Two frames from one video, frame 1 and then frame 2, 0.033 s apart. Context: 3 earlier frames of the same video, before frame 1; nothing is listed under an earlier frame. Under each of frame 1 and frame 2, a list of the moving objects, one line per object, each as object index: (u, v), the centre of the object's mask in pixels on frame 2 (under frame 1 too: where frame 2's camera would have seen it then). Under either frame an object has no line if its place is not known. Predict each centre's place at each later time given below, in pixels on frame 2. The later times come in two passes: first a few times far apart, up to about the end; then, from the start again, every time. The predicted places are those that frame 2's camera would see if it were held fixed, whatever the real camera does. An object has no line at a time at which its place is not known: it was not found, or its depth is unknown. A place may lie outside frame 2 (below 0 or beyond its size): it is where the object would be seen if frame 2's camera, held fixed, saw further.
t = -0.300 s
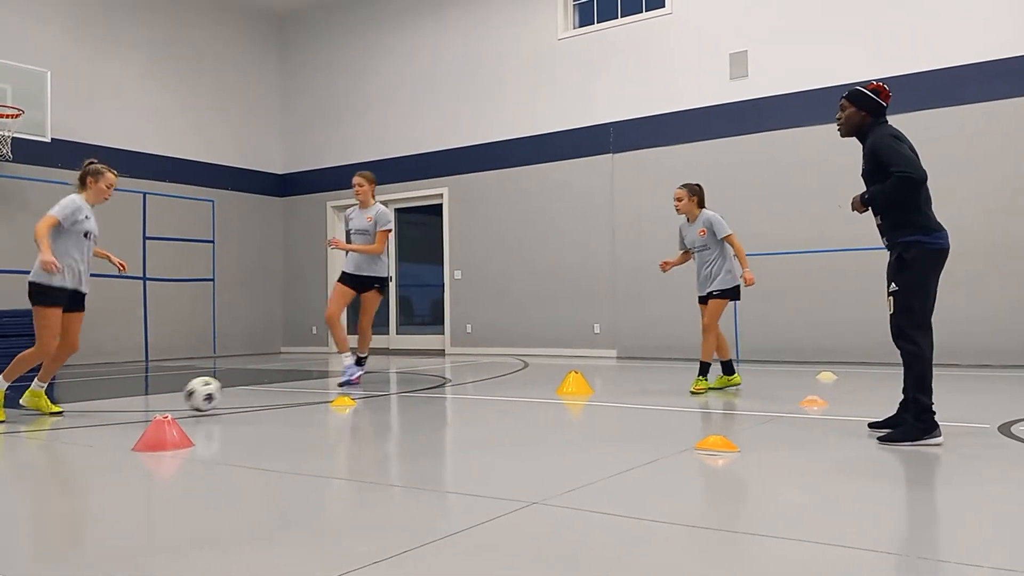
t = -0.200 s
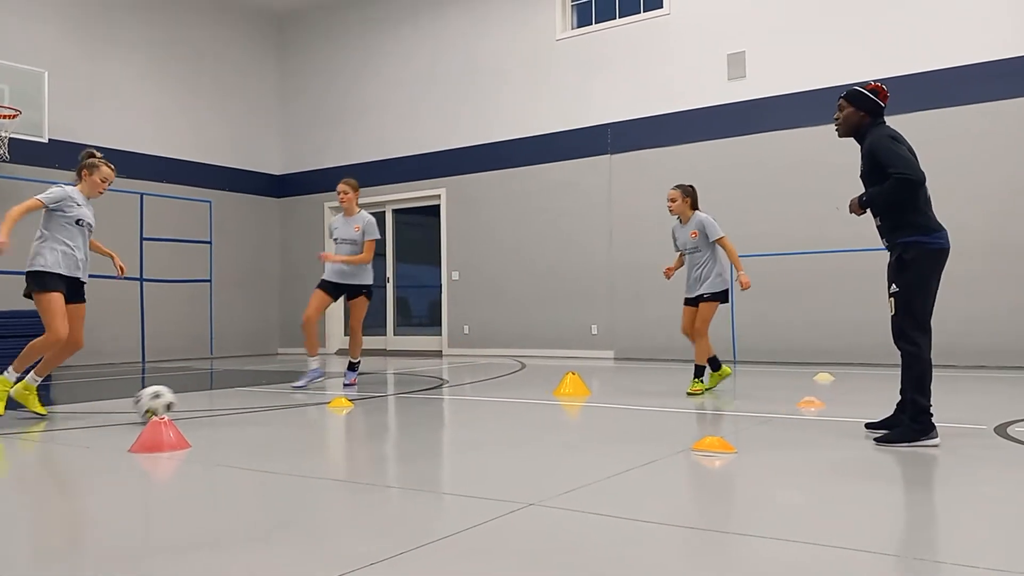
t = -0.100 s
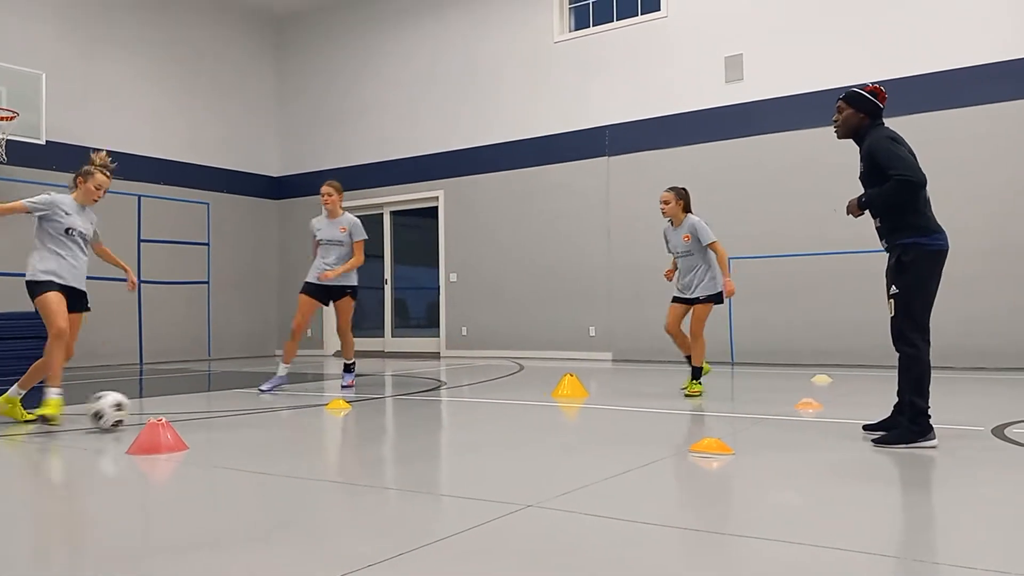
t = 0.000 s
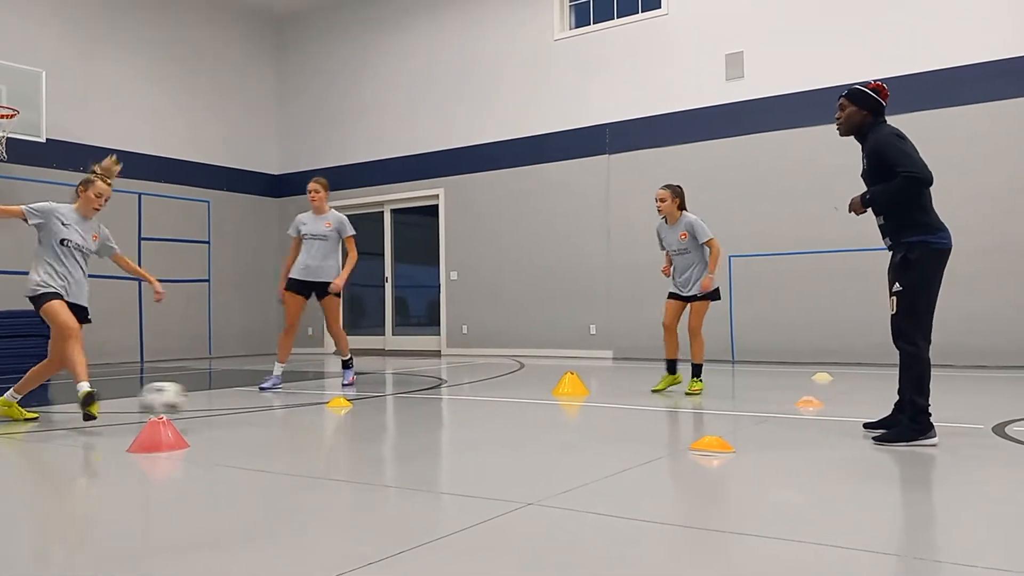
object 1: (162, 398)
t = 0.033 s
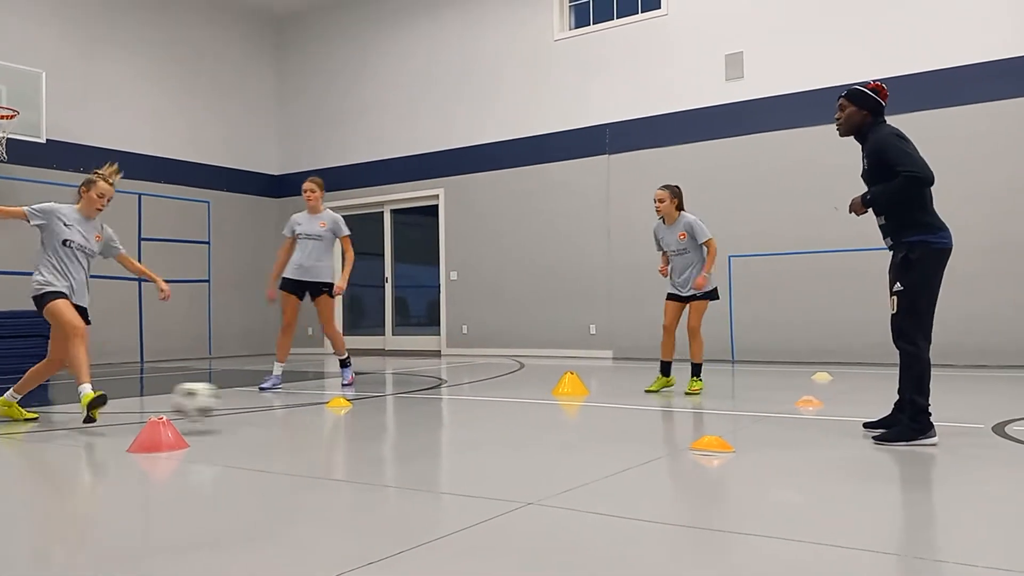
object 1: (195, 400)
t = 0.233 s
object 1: (384, 405)
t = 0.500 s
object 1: (605, 416)
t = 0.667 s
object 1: (736, 419)
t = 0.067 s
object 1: (229, 402)
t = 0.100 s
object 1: (262, 406)
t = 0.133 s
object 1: (300, 412)
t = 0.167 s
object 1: (329, 411)
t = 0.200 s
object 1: (356, 407)
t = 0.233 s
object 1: (384, 405)
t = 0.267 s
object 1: (415, 408)
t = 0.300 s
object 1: (444, 410)
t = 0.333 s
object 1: (473, 415)
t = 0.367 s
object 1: (501, 411)
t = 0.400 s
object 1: (527, 409)
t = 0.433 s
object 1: (551, 409)
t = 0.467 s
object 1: (579, 411)
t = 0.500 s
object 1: (605, 416)
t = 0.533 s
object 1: (631, 414)
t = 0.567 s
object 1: (657, 413)
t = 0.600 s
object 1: (683, 414)
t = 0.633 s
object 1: (709, 414)
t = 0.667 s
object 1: (736, 419)
